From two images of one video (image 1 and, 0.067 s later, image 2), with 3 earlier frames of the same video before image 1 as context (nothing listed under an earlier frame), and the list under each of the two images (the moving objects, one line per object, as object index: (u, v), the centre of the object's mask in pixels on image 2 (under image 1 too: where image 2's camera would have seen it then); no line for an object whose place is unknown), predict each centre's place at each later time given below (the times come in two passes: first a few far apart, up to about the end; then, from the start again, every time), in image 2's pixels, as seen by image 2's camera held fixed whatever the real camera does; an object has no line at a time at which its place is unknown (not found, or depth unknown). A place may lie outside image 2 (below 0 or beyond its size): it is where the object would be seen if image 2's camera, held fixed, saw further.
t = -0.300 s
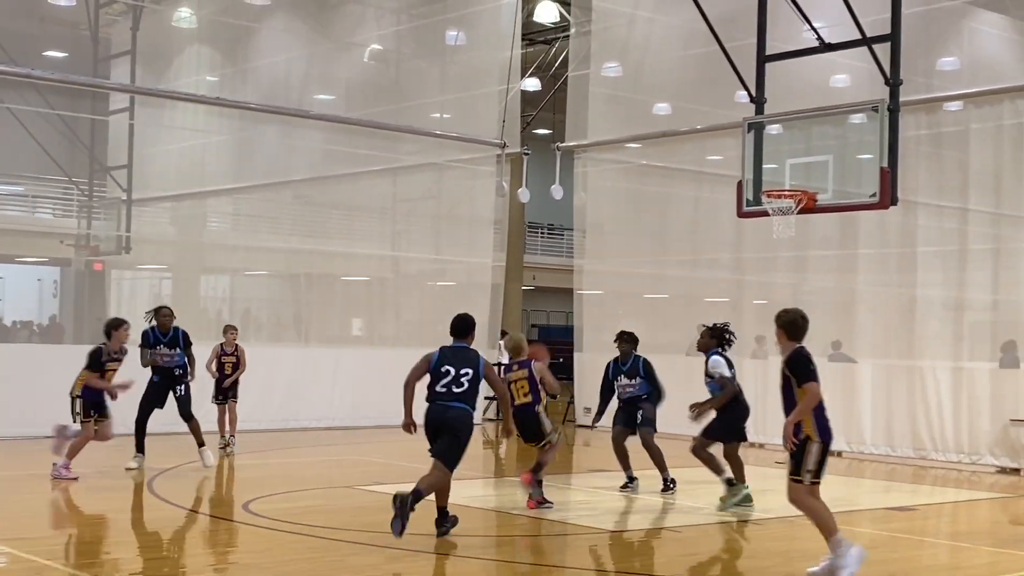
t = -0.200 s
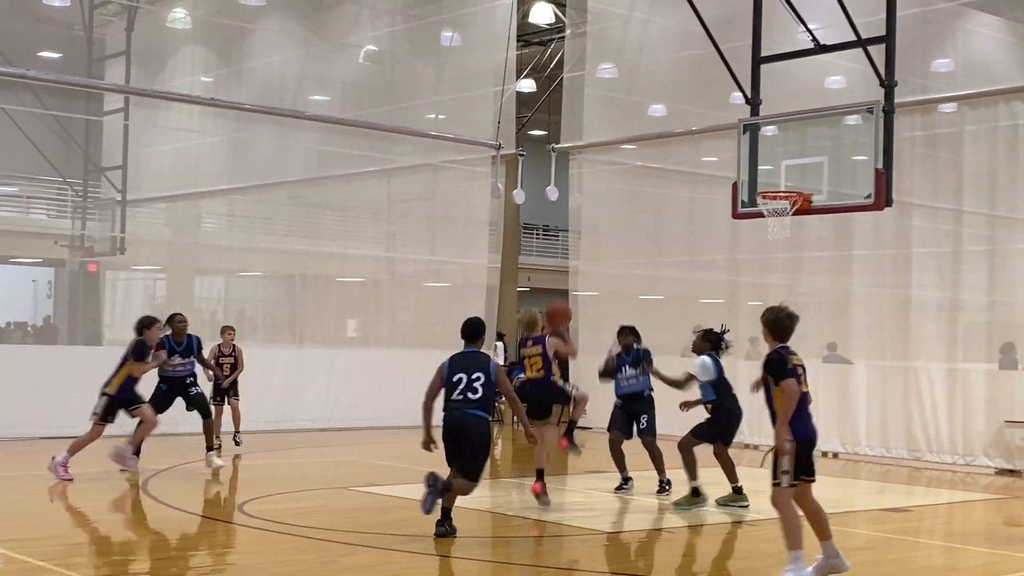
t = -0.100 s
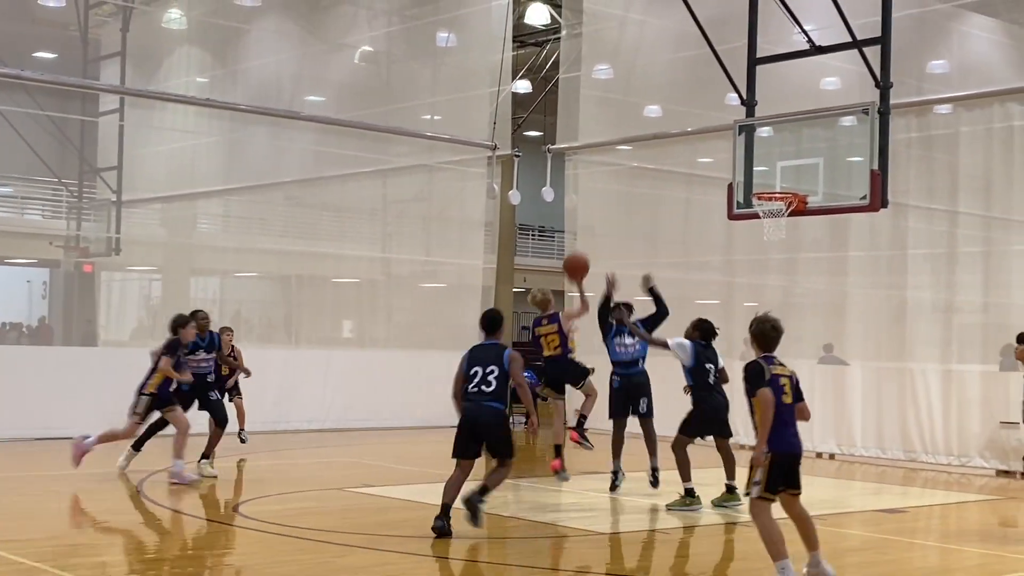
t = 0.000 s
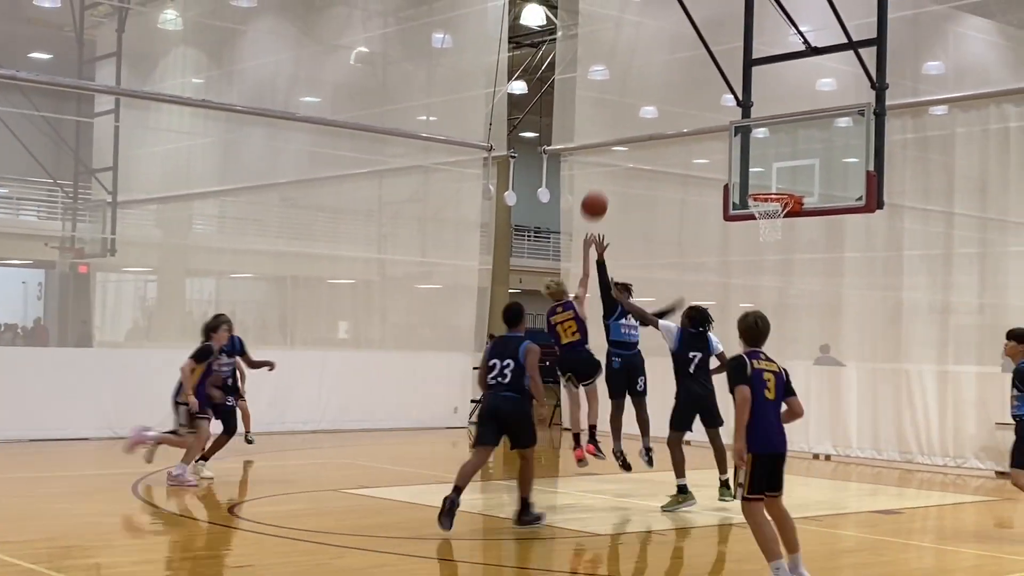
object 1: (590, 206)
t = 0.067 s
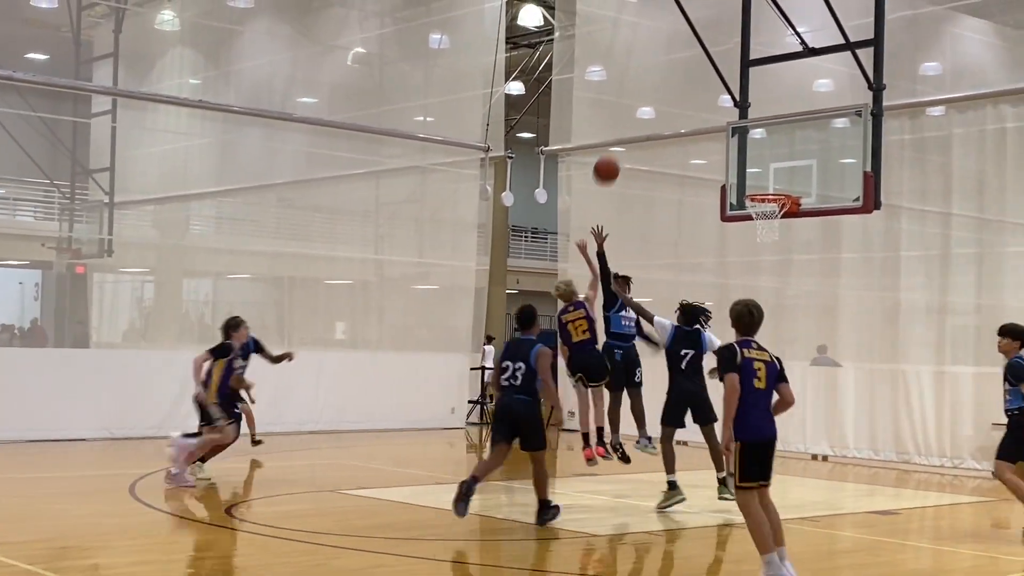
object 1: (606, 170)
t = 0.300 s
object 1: (654, 86)
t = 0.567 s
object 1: (702, 63)
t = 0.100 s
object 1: (614, 155)
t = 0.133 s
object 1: (621, 139)
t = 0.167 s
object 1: (628, 126)
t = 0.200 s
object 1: (634, 114)
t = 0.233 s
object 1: (641, 103)
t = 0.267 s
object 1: (648, 94)
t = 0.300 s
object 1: (654, 86)
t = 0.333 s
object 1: (660, 79)
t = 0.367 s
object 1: (667, 73)
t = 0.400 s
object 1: (673, 69)
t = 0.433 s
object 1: (679, 65)
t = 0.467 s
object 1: (684, 63)
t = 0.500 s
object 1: (690, 62)
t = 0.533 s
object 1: (696, 62)
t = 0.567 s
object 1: (702, 63)
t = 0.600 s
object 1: (707, 65)
